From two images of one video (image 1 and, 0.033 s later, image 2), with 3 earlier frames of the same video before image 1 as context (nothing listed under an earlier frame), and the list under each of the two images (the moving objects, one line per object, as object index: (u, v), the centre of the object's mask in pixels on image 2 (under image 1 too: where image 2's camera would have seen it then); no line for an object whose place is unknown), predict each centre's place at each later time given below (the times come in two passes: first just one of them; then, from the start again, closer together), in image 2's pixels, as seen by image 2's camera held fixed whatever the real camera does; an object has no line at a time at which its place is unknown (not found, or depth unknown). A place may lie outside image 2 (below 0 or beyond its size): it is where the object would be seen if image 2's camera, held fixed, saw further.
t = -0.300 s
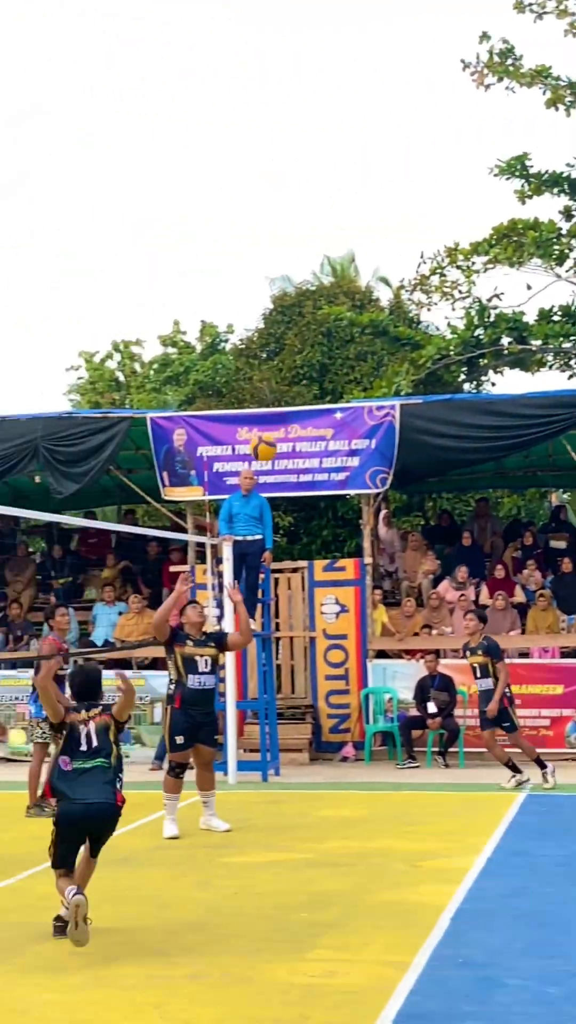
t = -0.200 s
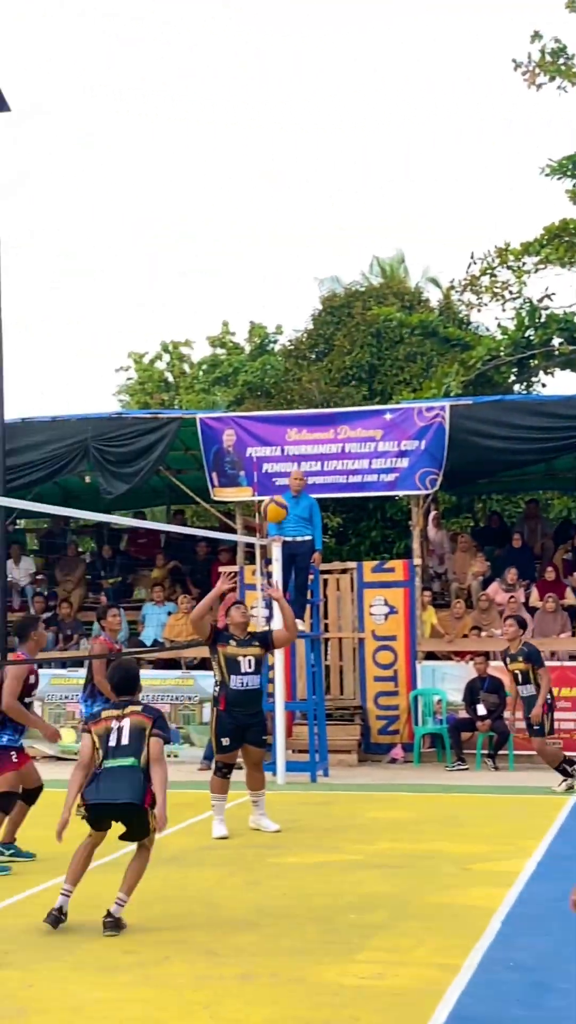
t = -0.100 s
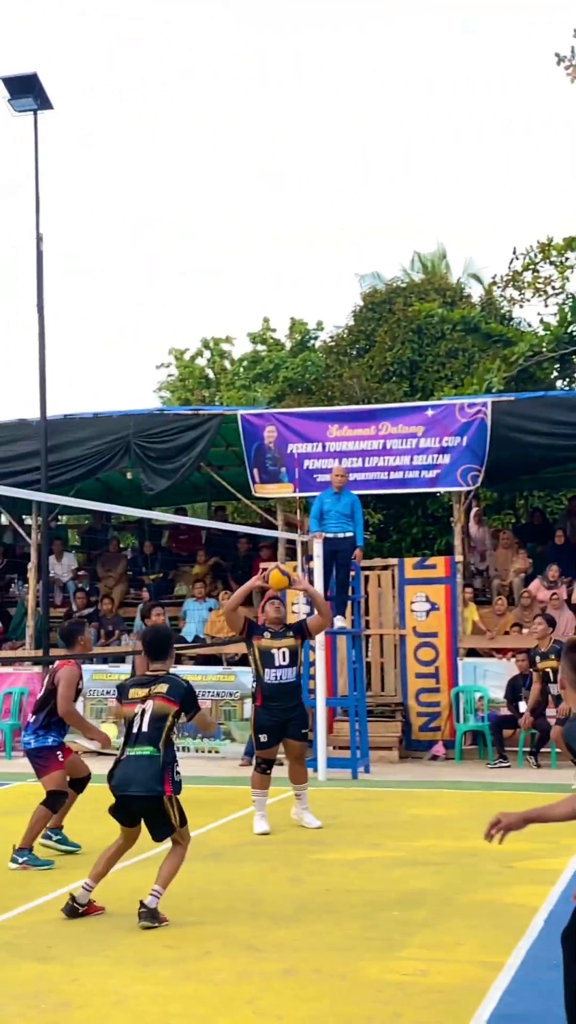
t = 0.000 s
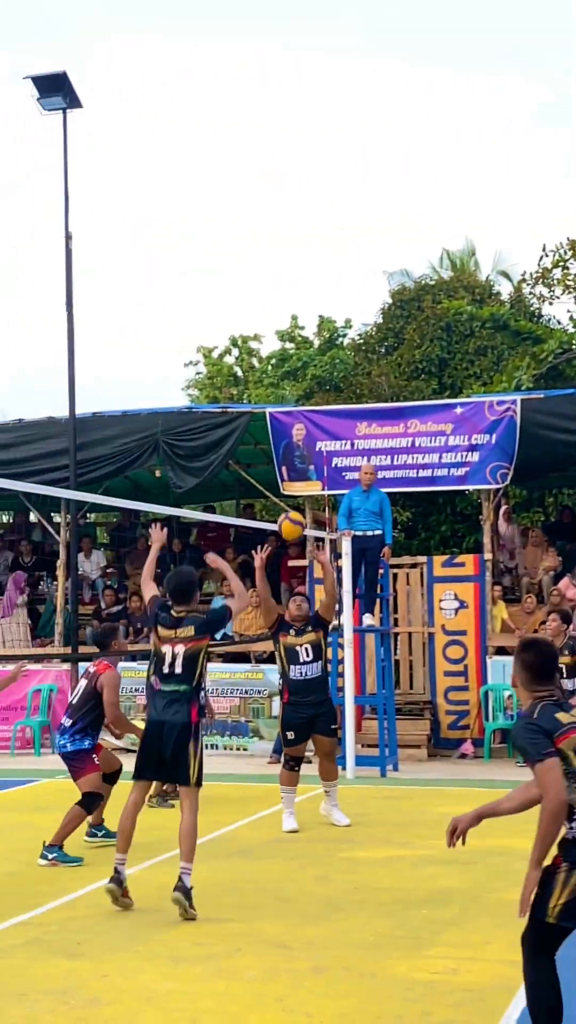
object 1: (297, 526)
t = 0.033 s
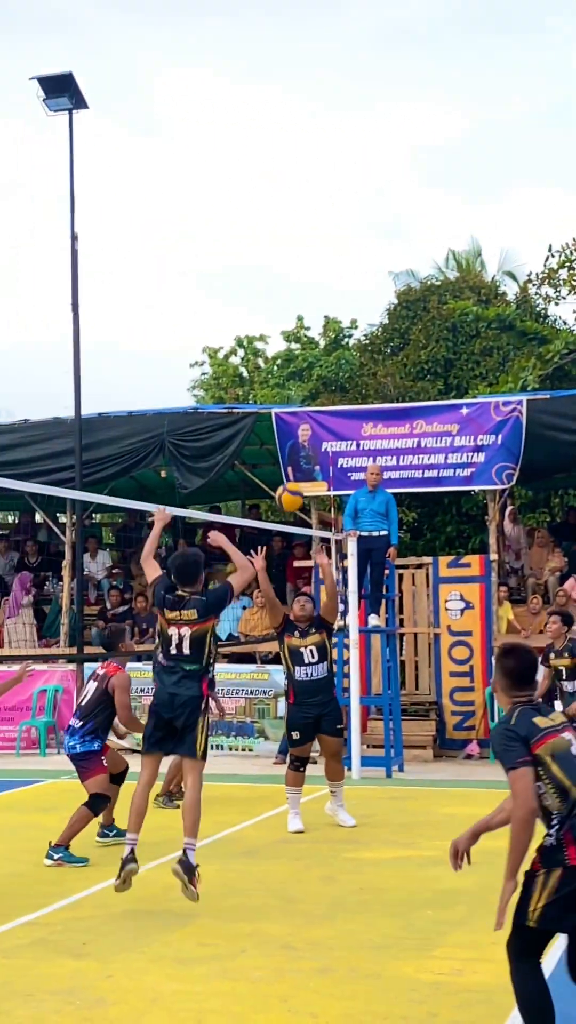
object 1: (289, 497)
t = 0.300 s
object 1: (229, 307)
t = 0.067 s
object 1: (283, 469)
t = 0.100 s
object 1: (276, 442)
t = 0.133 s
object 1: (269, 417)
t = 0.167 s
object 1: (262, 392)
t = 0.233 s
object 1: (246, 347)
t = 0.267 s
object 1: (237, 327)
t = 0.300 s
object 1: (229, 307)
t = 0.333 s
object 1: (222, 289)
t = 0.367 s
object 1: (214, 272)
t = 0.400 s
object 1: (206, 256)
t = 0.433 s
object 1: (198, 241)
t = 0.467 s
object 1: (190, 229)
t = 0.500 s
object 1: (182, 217)
